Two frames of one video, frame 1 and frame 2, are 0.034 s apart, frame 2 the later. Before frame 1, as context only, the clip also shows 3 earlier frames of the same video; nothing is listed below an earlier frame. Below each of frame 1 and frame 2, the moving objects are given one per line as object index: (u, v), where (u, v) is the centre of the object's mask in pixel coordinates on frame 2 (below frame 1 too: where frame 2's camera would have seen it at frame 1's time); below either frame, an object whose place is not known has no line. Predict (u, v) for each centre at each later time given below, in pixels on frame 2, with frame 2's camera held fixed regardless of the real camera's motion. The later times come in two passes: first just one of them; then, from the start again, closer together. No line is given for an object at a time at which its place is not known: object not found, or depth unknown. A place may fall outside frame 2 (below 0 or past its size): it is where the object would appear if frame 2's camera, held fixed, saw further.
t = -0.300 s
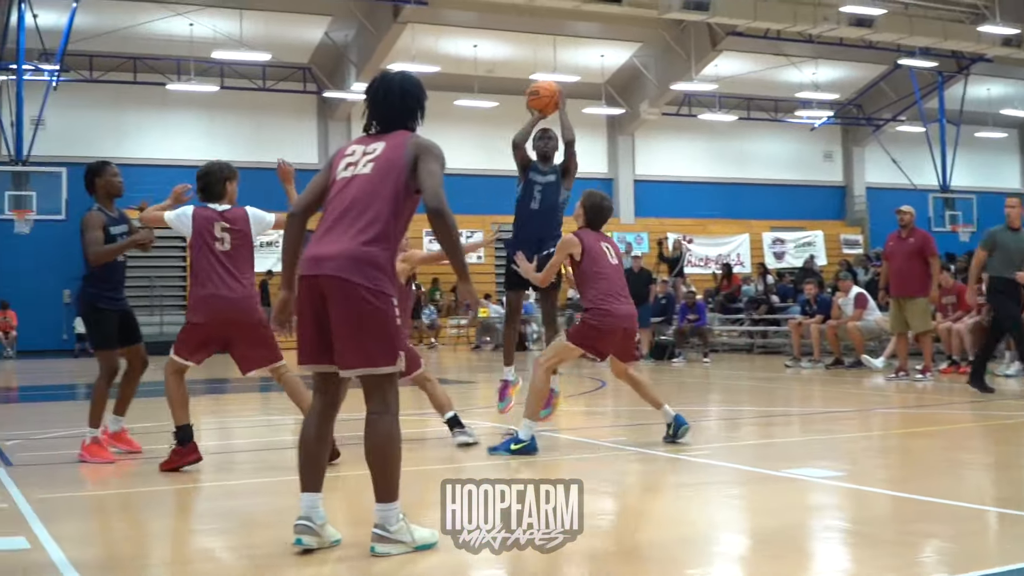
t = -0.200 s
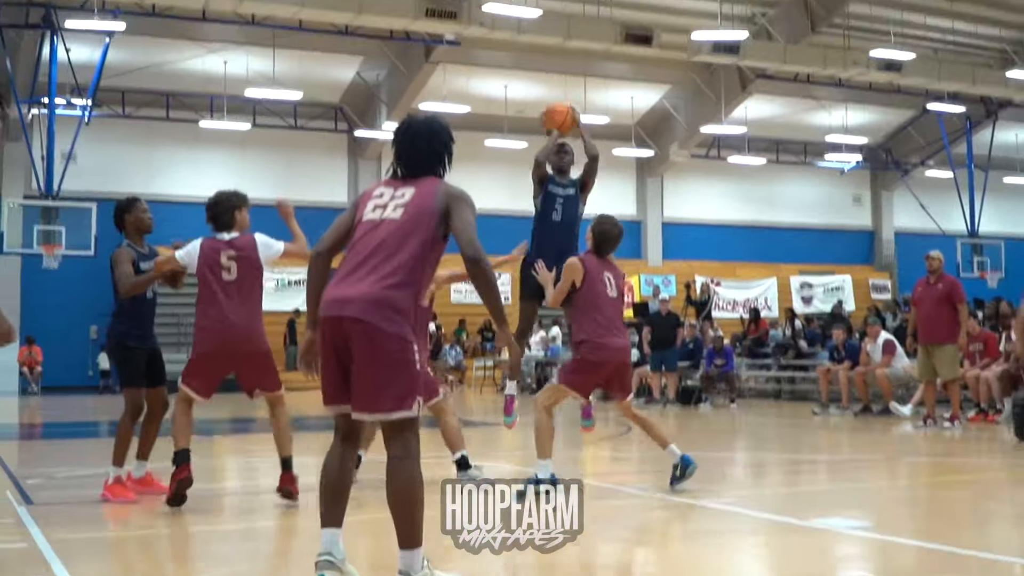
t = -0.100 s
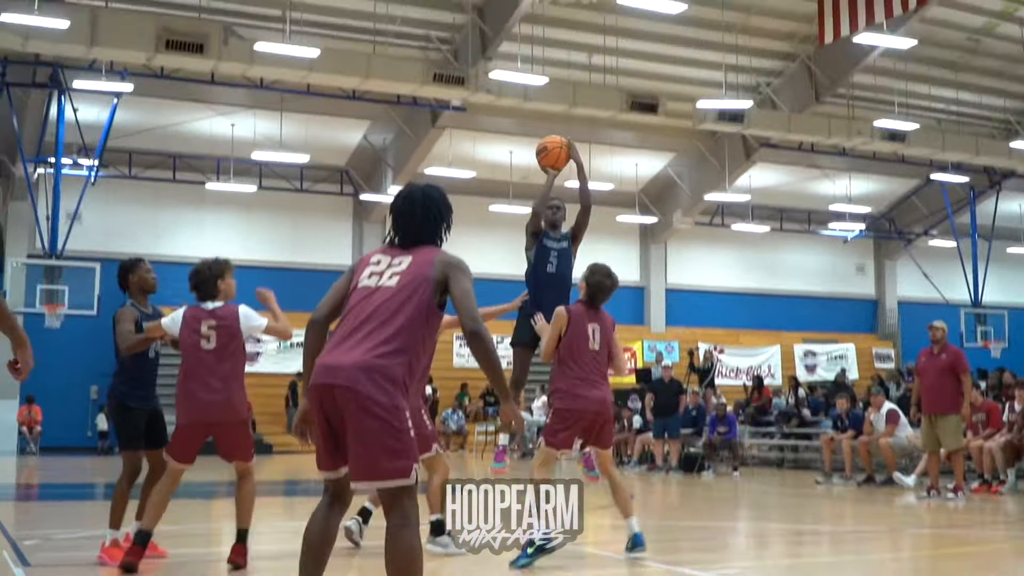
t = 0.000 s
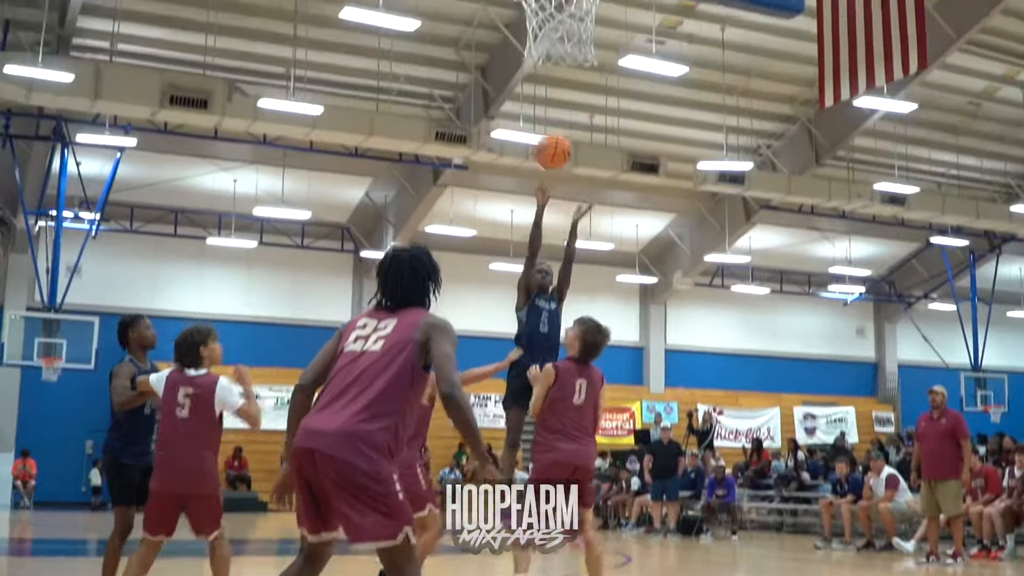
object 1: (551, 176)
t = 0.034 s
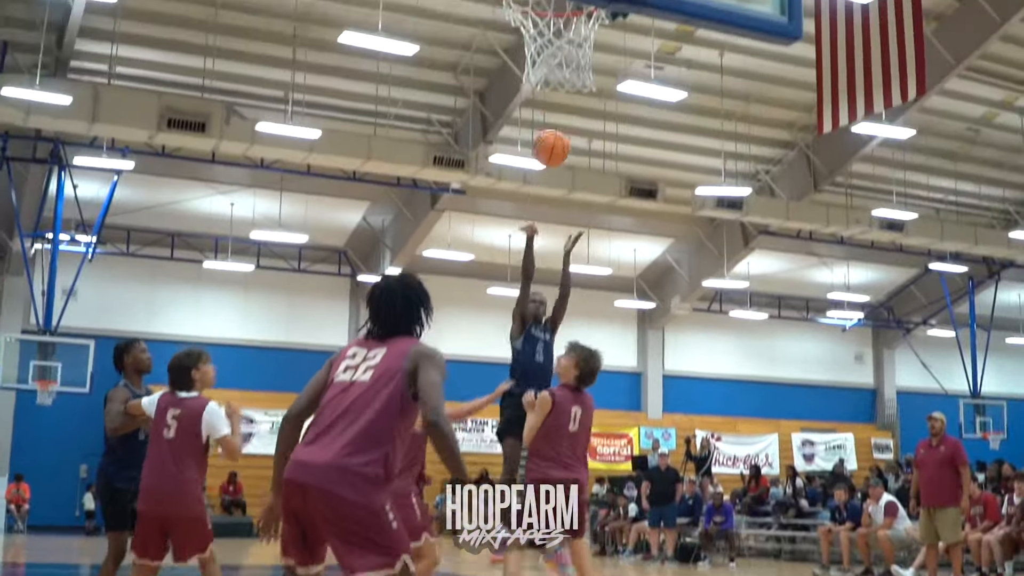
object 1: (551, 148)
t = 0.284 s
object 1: (547, 10)
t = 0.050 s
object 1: (551, 141)
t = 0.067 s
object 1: (552, 129)
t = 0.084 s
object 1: (551, 116)
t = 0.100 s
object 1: (551, 110)
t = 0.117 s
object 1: (552, 98)
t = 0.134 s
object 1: (549, 96)
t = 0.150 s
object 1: (550, 79)
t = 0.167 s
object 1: (551, 70)
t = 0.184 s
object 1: (552, 57)
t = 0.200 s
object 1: (552, 51)
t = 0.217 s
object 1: (553, 32)
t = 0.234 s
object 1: (553, 27)
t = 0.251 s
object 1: (550, 16)
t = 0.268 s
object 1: (550, 11)
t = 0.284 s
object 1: (547, 10)
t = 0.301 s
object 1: (546, 11)
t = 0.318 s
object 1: (546, 11)
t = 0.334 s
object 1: (546, 8)
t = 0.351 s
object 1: (547, 7)
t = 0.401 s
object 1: (551, 10)
